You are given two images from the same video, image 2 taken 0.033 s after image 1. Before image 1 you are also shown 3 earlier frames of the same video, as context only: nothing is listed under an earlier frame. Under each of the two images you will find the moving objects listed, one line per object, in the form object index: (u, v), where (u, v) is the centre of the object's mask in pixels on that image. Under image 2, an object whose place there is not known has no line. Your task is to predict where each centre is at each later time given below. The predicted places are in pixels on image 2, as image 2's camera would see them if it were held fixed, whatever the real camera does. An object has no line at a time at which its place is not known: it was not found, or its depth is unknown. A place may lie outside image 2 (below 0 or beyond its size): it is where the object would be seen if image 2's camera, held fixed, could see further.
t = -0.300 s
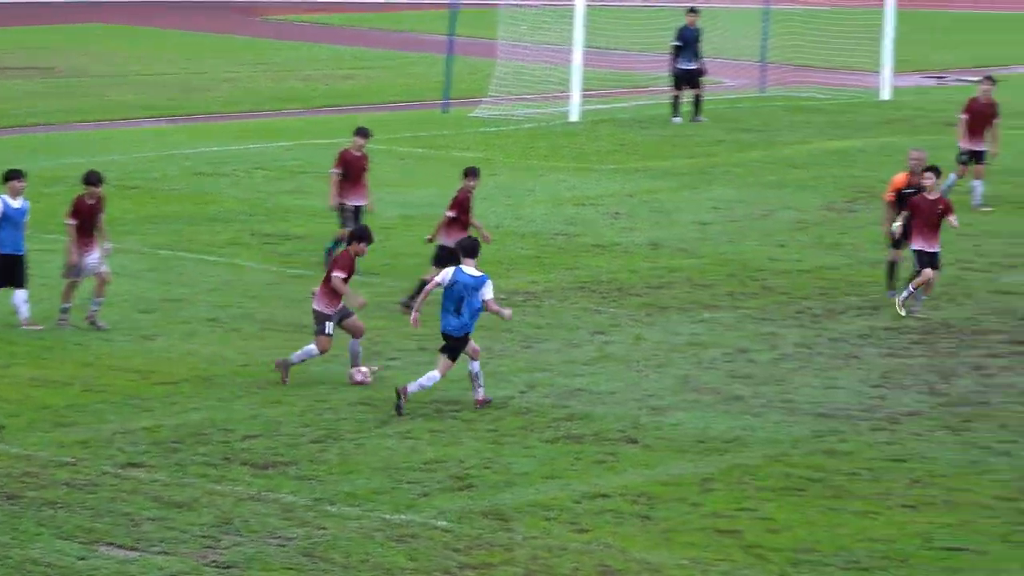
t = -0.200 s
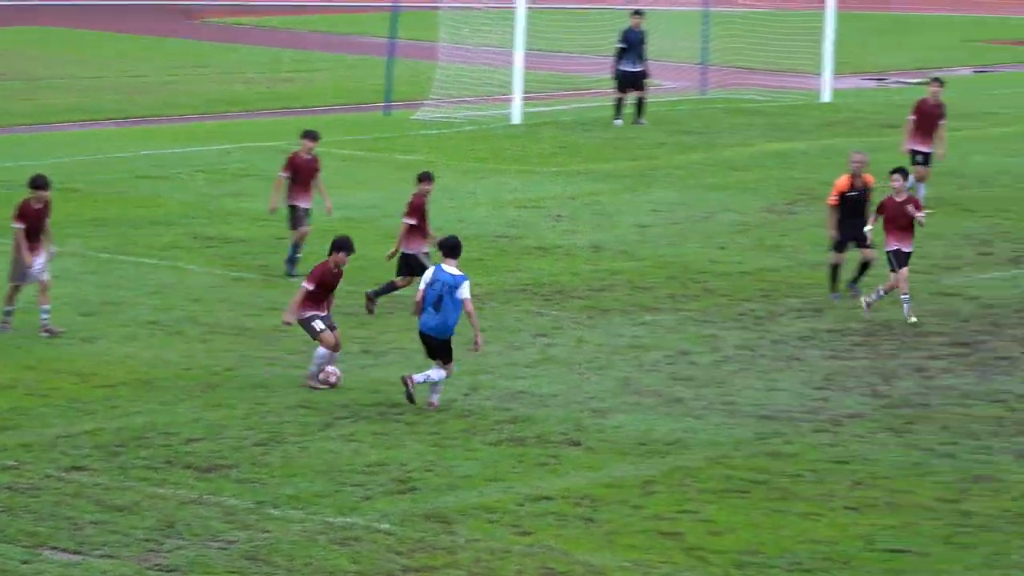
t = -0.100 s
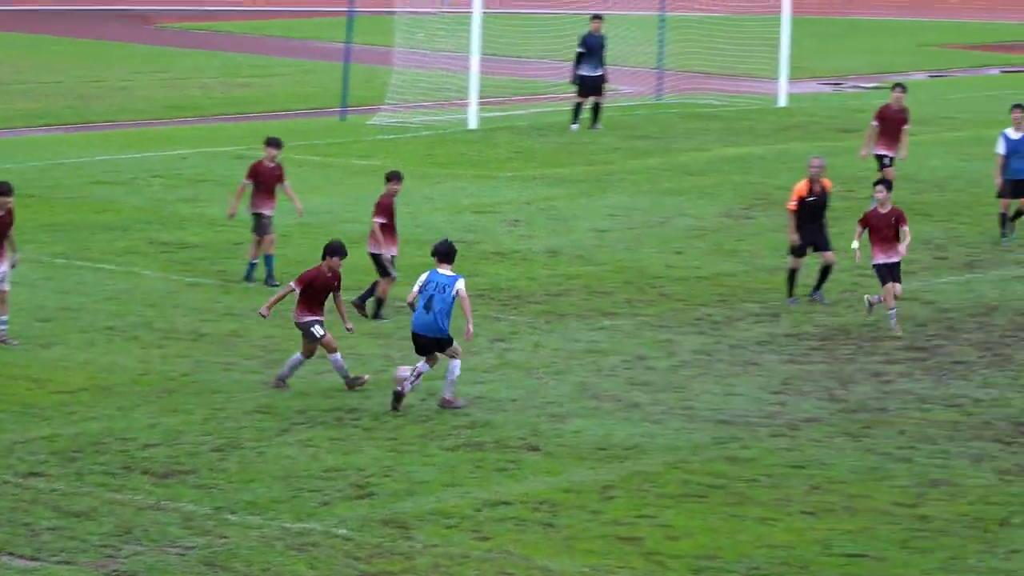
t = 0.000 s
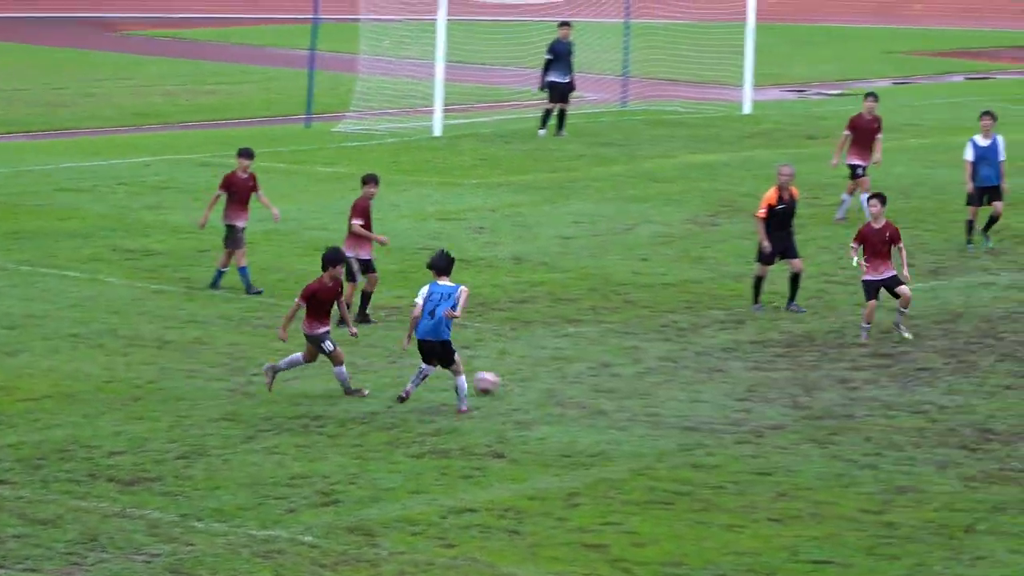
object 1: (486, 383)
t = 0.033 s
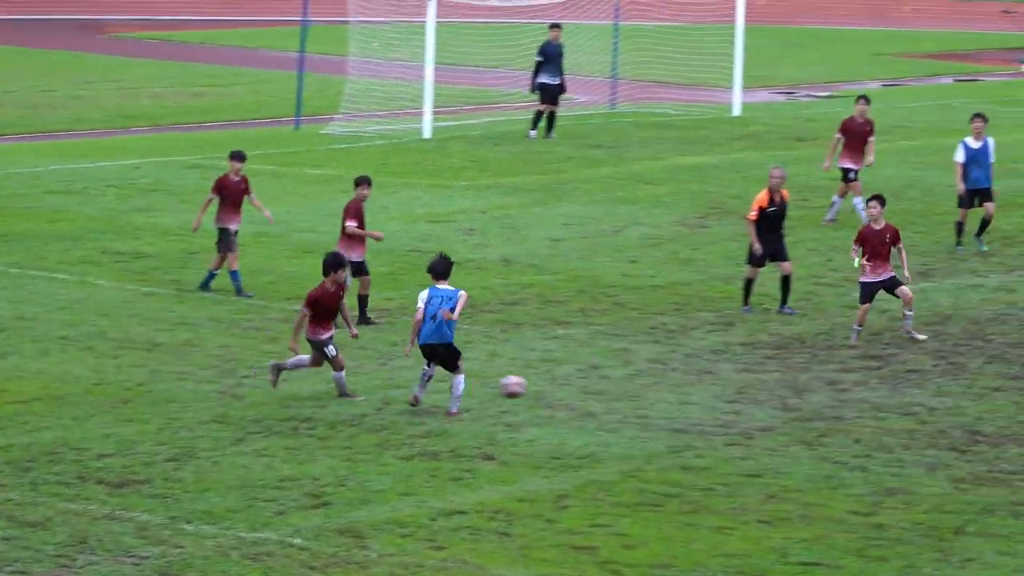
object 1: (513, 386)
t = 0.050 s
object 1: (531, 387)
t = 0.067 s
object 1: (548, 388)
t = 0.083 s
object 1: (566, 387)
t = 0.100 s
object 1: (580, 385)
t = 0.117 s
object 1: (593, 382)
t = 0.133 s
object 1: (607, 380)
